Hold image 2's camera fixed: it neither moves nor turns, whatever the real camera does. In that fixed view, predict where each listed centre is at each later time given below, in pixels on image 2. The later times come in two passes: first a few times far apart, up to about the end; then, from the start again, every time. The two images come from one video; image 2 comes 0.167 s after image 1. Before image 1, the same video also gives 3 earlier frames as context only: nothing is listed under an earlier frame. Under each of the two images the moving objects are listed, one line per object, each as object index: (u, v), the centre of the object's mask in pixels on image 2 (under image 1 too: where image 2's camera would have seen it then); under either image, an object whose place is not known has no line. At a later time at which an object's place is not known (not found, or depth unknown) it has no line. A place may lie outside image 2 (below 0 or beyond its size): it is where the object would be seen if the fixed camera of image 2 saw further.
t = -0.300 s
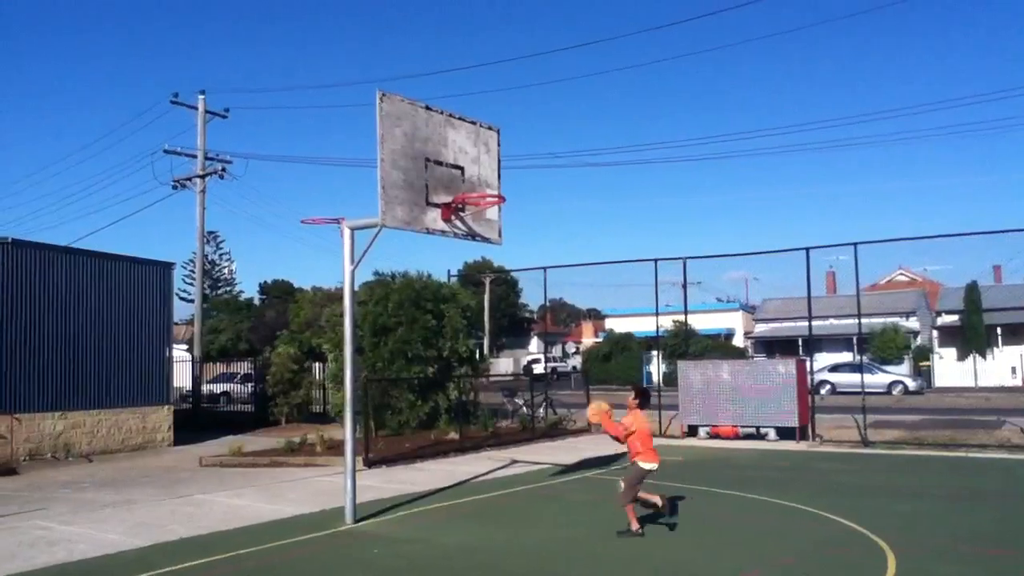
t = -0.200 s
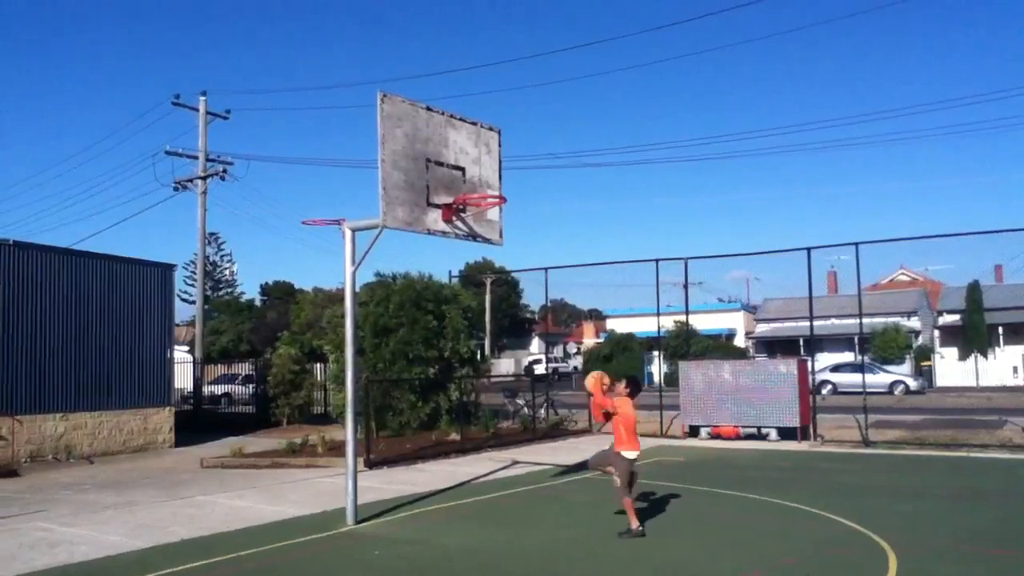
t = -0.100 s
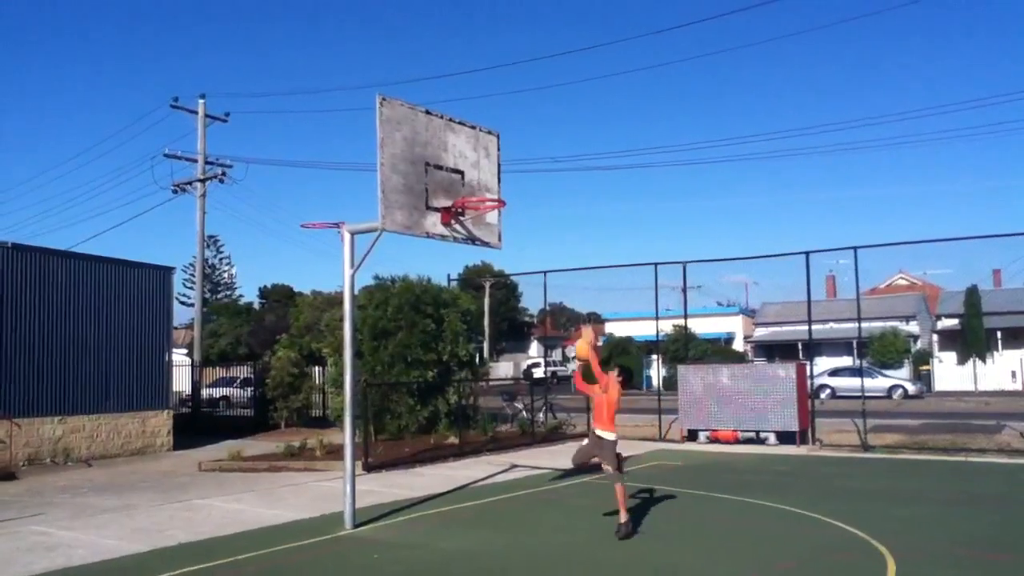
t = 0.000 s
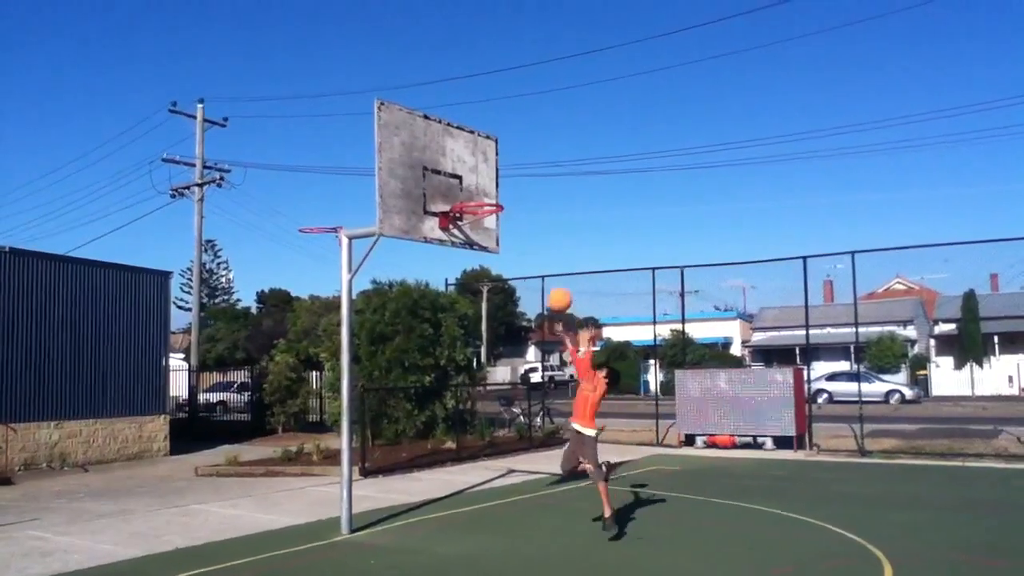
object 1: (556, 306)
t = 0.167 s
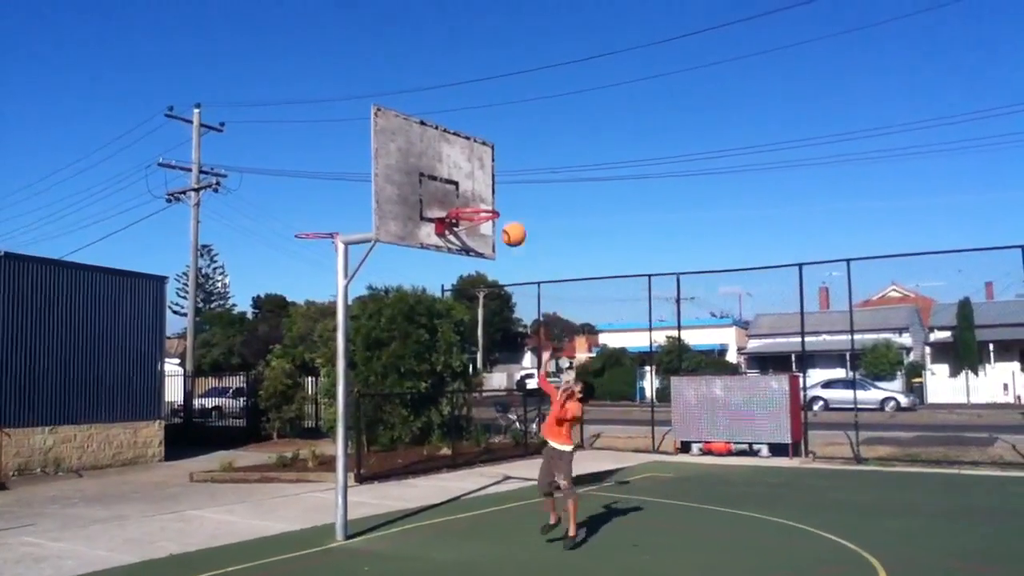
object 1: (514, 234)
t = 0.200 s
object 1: (507, 223)
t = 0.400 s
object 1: (463, 182)
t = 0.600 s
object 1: (477, 184)
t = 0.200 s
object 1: (507, 223)
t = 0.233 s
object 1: (498, 214)
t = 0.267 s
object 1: (489, 203)
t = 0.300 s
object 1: (480, 197)
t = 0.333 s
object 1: (472, 191)
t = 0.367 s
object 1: (464, 185)
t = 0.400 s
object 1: (463, 182)
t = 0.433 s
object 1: (465, 178)
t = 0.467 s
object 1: (468, 177)
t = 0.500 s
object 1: (471, 177)
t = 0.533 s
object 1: (473, 179)
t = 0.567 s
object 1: (474, 181)
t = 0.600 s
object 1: (477, 184)
